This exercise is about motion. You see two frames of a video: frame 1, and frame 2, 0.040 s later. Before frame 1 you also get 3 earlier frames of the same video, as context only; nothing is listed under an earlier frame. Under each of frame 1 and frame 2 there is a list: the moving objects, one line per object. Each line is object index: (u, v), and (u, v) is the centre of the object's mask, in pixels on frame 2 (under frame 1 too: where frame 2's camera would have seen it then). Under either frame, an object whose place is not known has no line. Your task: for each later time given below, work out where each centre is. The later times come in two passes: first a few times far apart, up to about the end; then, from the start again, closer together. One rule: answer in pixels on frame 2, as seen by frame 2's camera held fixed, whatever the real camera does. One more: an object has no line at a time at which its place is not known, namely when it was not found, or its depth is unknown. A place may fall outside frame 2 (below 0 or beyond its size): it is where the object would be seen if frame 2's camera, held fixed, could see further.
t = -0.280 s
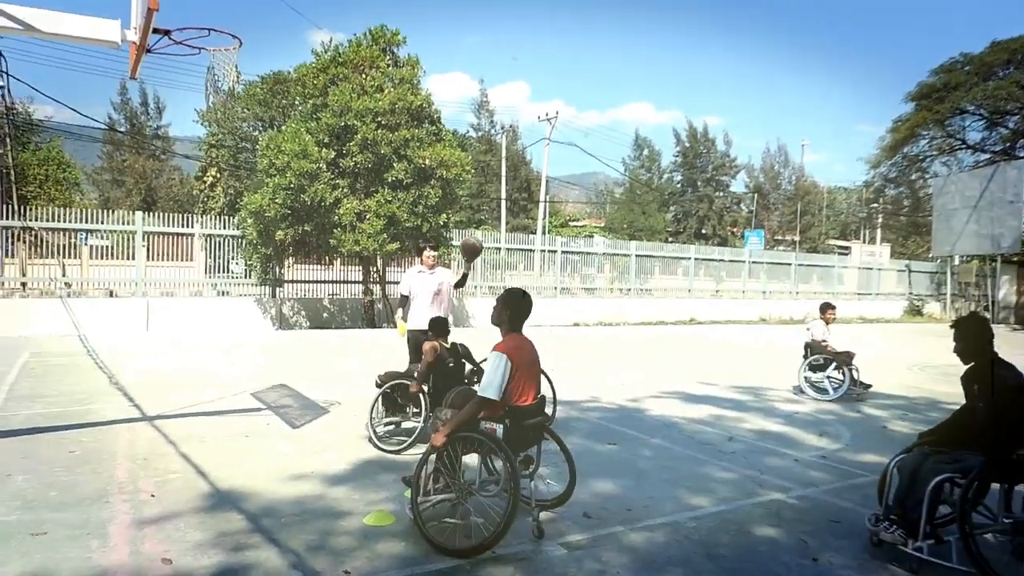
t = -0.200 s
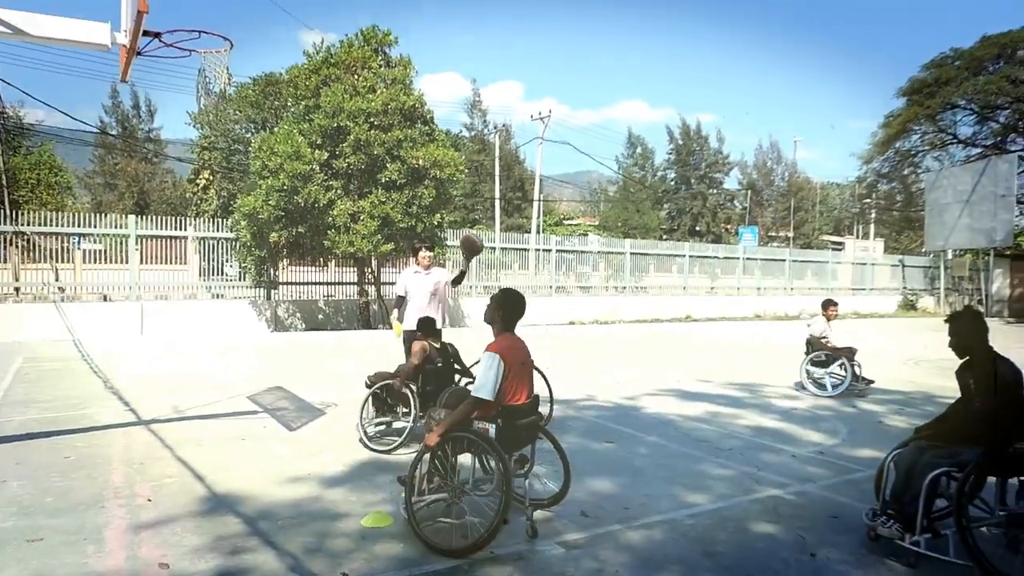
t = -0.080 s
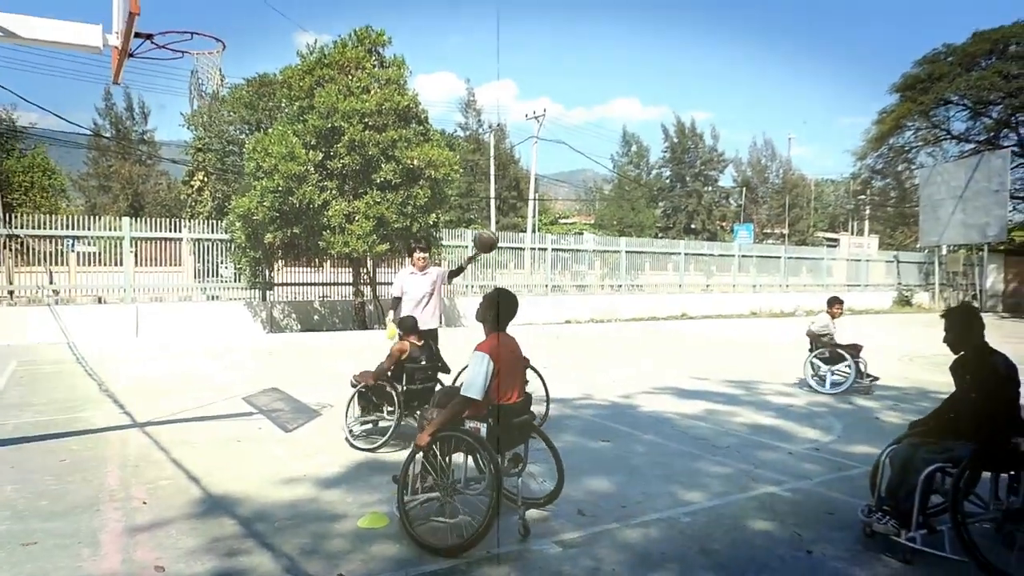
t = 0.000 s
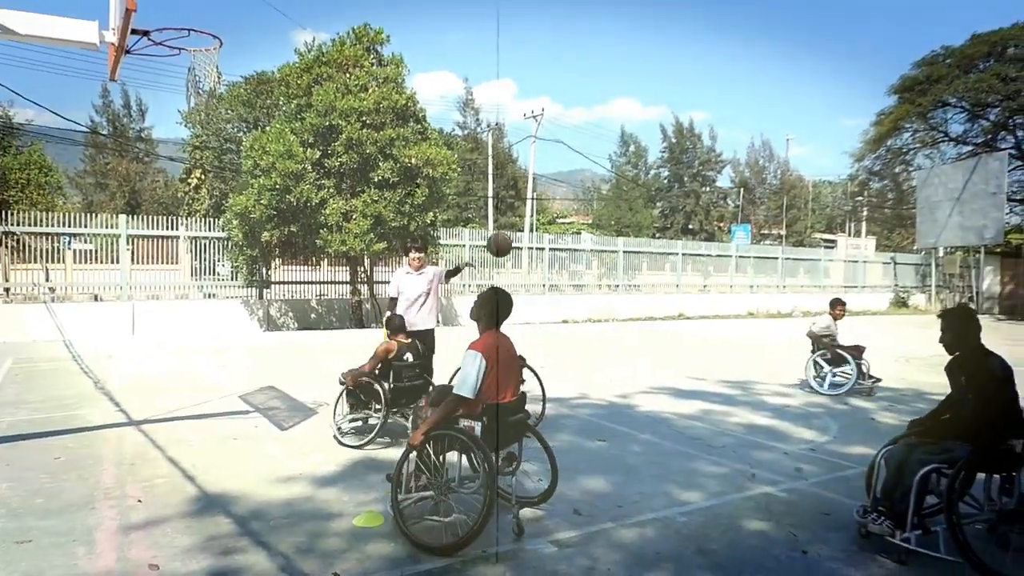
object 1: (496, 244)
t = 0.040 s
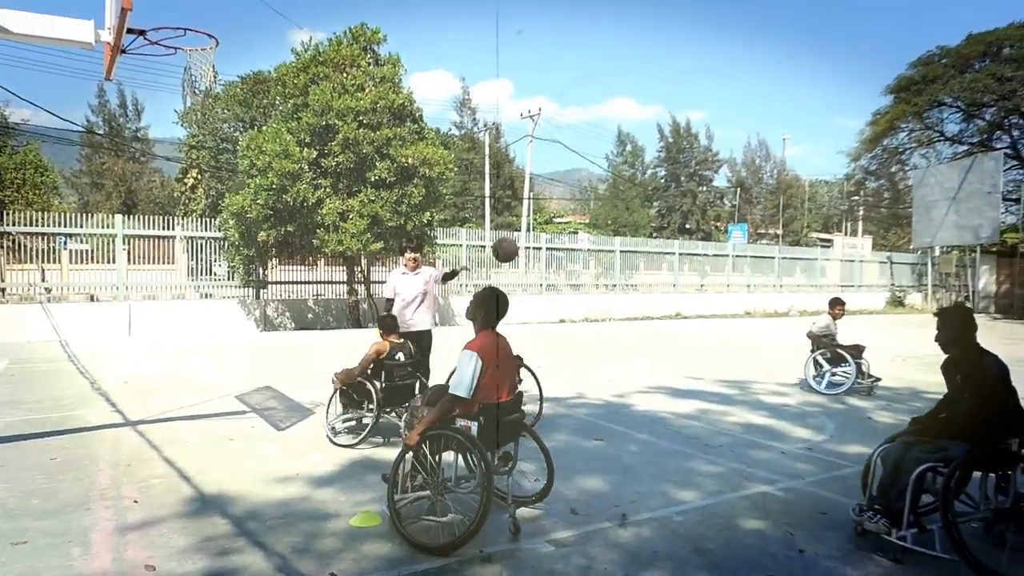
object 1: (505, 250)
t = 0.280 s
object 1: (562, 327)
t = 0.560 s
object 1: (625, 404)
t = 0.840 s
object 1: (662, 302)
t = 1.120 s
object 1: (700, 309)
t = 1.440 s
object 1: (745, 481)
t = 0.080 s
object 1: (514, 257)
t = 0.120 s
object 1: (523, 266)
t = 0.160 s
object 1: (532, 278)
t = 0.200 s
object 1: (542, 291)
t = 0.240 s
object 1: (552, 308)
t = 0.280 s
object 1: (562, 327)
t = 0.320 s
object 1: (572, 348)
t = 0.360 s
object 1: (583, 373)
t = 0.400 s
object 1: (594, 401)
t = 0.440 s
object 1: (605, 431)
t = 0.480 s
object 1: (615, 450)
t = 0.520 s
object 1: (620, 426)
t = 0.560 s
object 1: (625, 404)
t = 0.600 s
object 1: (630, 384)
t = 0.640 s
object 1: (635, 366)
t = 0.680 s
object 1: (641, 349)
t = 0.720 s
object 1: (646, 334)
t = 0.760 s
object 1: (651, 321)
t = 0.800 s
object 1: (657, 311)
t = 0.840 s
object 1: (662, 302)
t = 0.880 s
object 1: (667, 296)
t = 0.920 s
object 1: (673, 292)
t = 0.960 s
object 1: (678, 291)
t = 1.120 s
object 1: (700, 309)
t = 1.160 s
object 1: (706, 320)
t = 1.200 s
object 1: (712, 333)
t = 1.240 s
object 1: (717, 350)
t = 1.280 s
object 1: (723, 370)
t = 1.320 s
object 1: (728, 393)
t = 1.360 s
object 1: (734, 420)
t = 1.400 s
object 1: (740, 448)
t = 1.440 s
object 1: (745, 481)
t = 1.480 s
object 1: (752, 498)
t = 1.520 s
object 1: (760, 474)
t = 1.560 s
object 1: (768, 452)
